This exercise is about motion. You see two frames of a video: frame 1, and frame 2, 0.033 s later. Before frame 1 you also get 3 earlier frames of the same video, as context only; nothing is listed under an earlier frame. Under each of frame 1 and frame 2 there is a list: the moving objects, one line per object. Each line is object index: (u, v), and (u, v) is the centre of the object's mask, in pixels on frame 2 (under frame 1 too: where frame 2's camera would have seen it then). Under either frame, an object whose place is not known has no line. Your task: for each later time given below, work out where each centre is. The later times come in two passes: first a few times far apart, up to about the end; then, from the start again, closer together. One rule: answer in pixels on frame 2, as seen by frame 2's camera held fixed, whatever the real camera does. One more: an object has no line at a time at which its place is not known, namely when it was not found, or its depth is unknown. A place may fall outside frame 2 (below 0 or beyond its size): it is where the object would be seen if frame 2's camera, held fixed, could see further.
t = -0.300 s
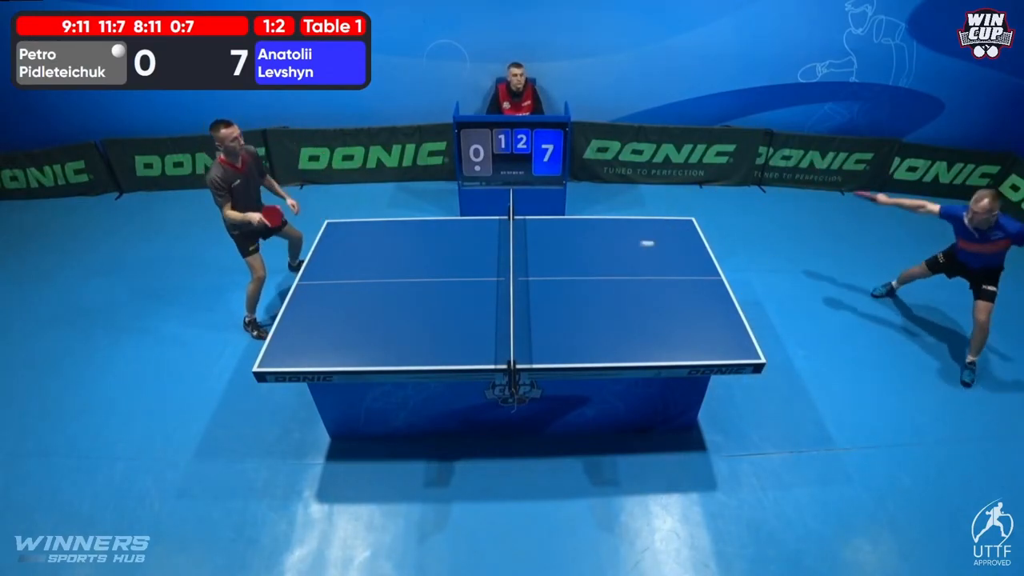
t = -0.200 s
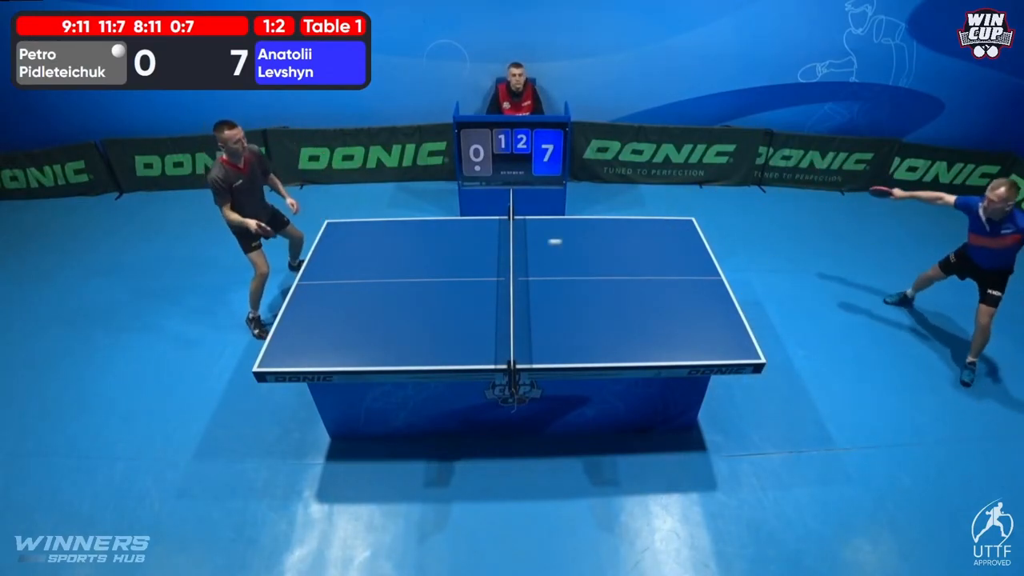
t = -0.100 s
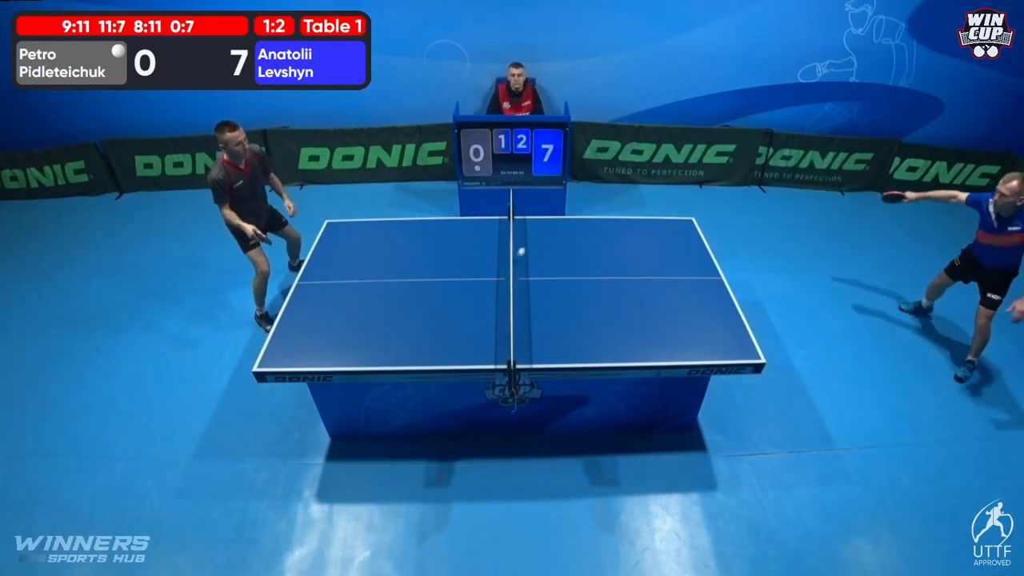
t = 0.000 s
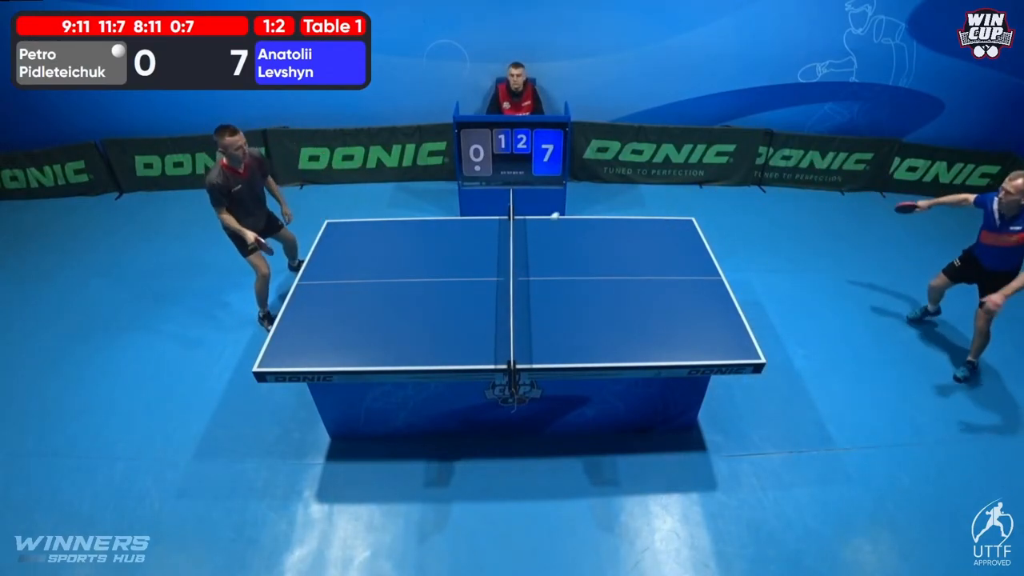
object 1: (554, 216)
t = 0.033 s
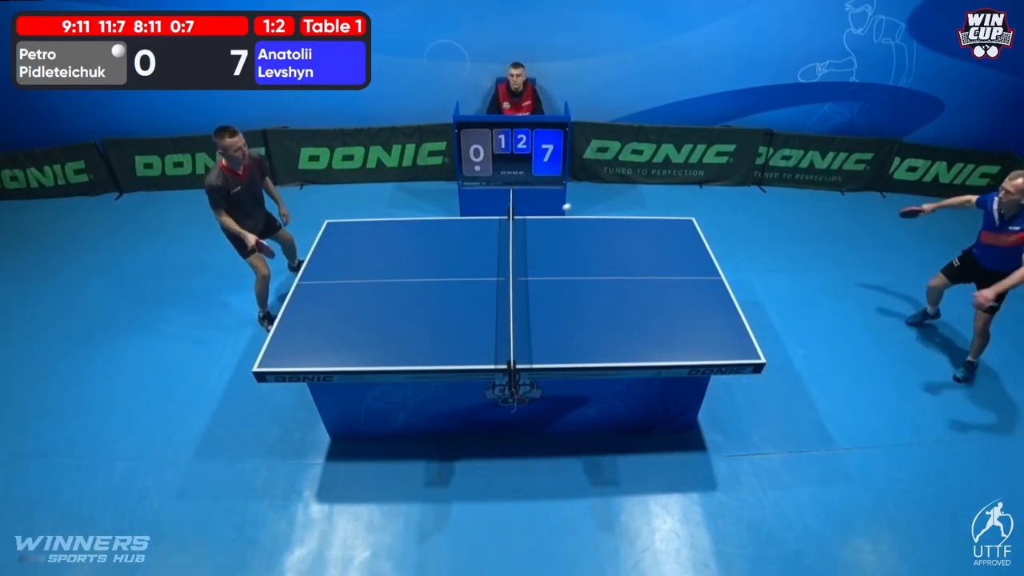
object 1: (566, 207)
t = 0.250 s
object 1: (636, 189)
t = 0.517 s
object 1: (693, 250)
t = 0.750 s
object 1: (759, 202)
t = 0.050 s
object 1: (572, 202)
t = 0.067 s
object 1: (578, 199)
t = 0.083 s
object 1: (584, 196)
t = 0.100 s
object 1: (589, 194)
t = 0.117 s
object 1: (595, 191)
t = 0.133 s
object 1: (600, 189)
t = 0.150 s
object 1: (606, 188)
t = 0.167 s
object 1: (611, 187)
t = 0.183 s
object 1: (617, 187)
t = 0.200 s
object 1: (622, 187)
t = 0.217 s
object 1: (627, 187)
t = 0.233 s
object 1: (632, 188)
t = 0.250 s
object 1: (636, 189)
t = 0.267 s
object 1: (641, 190)
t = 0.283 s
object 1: (646, 192)
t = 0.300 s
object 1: (650, 195)
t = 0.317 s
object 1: (655, 197)
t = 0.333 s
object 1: (659, 200)
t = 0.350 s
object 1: (663, 204)
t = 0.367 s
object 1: (666, 208)
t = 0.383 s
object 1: (670, 212)
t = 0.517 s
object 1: (693, 250)
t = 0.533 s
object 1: (699, 244)
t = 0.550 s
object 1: (704, 238)
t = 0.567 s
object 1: (709, 233)
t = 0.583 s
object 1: (714, 229)
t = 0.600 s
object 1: (719, 224)
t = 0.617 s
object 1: (724, 220)
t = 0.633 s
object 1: (729, 217)
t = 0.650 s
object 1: (734, 214)
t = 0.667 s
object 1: (738, 210)
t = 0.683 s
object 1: (743, 208)
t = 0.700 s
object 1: (747, 206)
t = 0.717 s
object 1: (751, 204)
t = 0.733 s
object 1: (755, 203)
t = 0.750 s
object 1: (759, 202)
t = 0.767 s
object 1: (763, 201)
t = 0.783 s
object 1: (766, 201)
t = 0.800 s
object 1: (770, 201)
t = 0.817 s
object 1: (773, 201)
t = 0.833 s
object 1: (776, 202)
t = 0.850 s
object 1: (779, 203)
